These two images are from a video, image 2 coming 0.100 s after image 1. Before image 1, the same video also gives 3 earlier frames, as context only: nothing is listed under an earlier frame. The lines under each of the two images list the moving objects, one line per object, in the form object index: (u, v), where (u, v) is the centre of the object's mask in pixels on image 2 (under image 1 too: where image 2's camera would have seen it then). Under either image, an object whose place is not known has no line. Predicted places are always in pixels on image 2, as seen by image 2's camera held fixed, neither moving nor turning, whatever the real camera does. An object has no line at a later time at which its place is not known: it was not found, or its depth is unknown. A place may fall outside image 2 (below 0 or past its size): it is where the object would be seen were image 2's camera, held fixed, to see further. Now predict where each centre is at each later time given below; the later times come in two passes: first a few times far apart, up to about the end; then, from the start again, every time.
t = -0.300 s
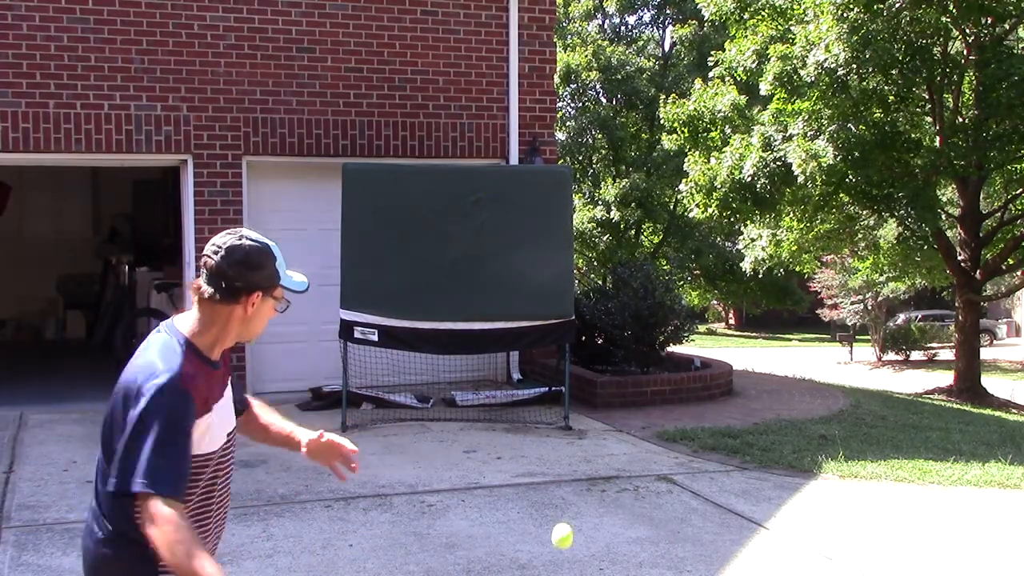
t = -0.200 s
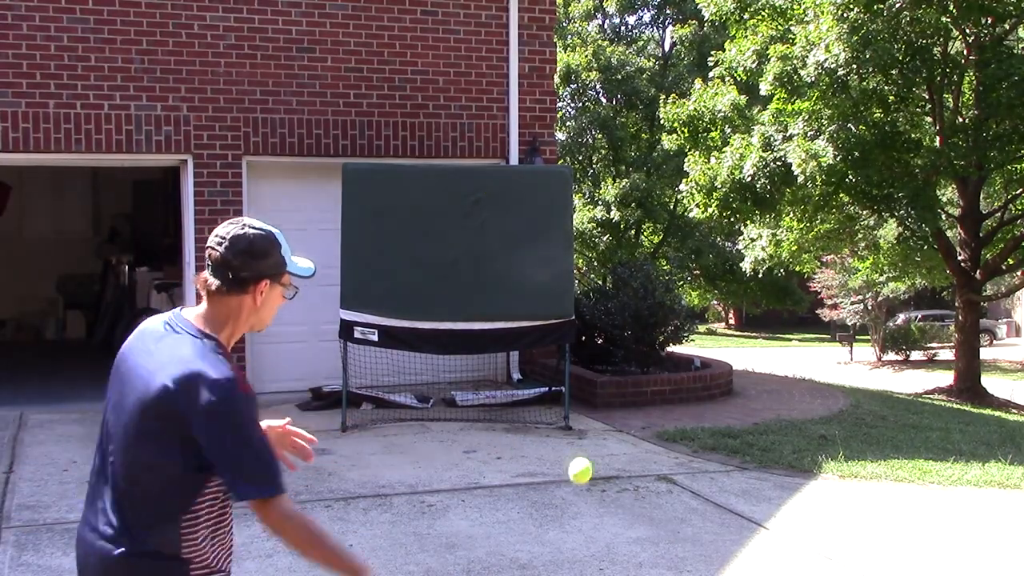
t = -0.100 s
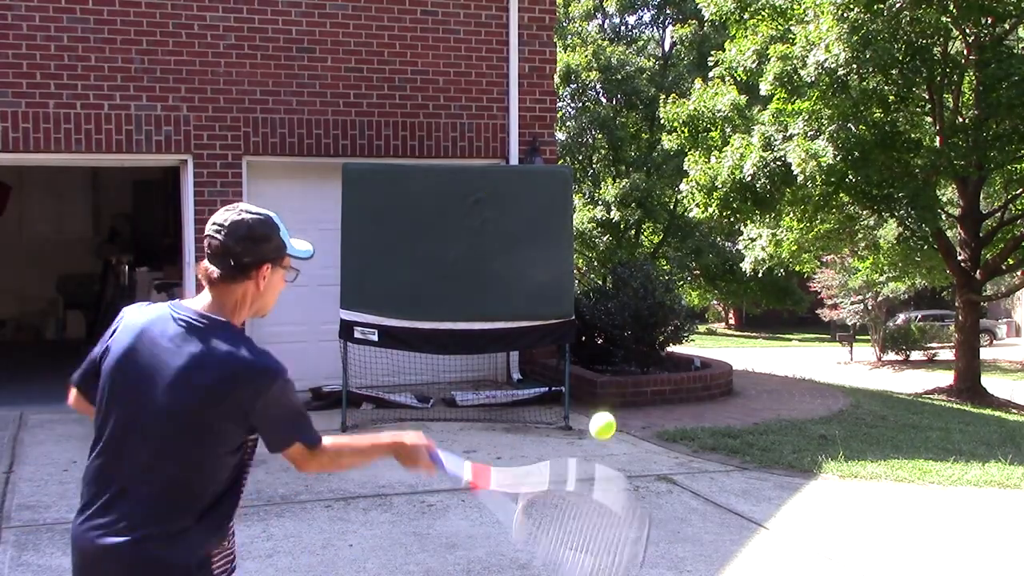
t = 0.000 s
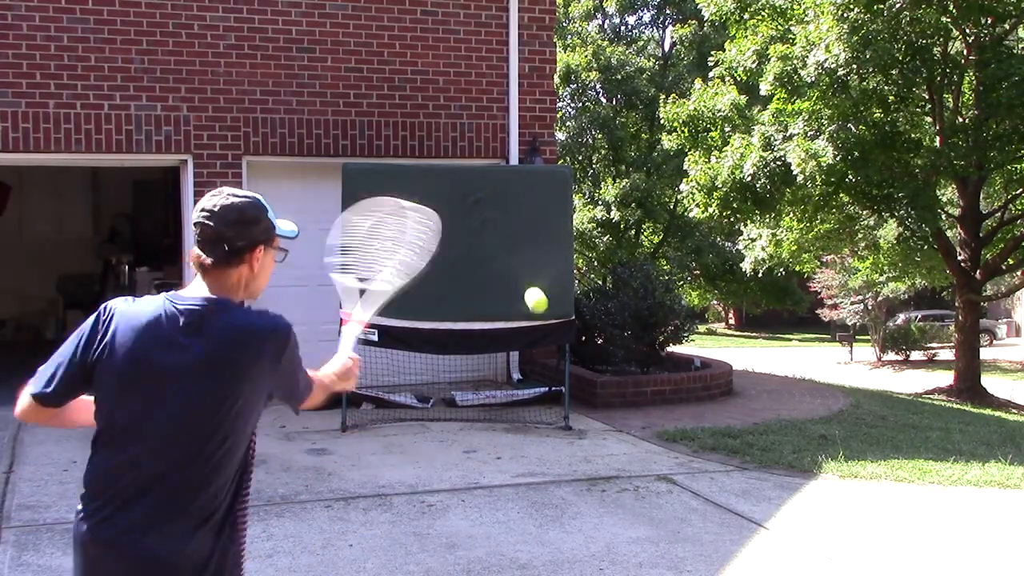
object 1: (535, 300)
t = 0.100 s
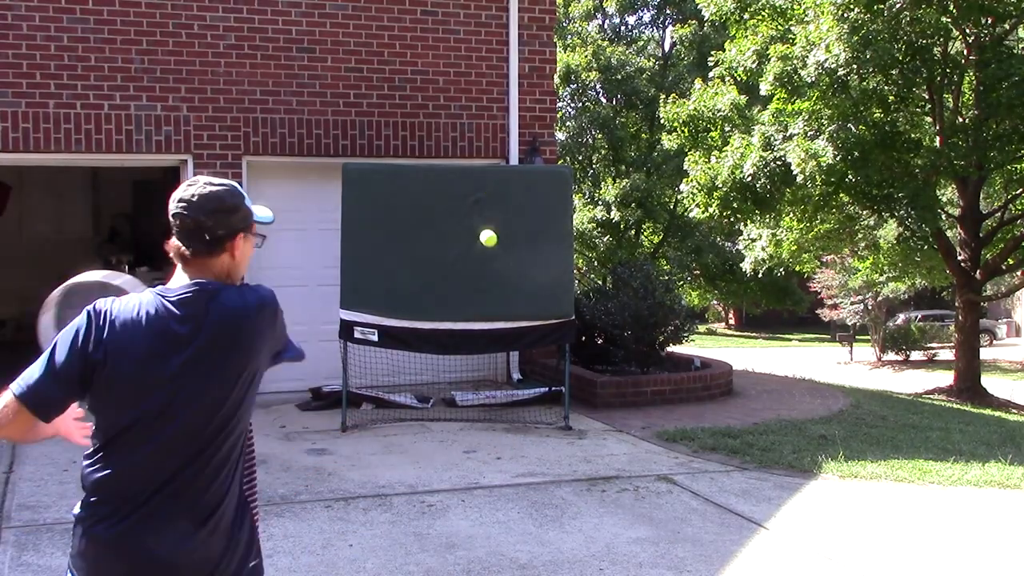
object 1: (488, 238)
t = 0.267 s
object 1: (448, 221)
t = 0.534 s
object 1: (422, 232)
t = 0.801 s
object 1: (402, 253)
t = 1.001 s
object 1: (385, 354)
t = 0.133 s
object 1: (477, 229)
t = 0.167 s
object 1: (468, 223)
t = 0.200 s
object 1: (461, 220)
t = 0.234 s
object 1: (454, 220)
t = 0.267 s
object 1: (448, 221)
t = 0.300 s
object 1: (444, 225)
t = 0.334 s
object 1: (439, 230)
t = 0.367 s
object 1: (435, 235)
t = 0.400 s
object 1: (432, 242)
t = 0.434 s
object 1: (429, 247)
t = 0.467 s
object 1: (427, 241)
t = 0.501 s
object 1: (425, 236)
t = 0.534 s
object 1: (422, 232)
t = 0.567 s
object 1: (420, 229)
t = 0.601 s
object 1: (418, 228)
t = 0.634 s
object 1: (415, 227)
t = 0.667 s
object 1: (413, 229)
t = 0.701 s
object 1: (410, 232)
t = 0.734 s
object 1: (408, 237)
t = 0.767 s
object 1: (405, 244)
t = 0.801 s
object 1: (402, 253)
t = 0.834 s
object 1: (400, 264)
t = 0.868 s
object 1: (397, 277)
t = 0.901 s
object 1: (394, 292)
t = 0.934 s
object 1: (391, 310)
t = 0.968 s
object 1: (387, 331)
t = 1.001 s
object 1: (385, 354)
